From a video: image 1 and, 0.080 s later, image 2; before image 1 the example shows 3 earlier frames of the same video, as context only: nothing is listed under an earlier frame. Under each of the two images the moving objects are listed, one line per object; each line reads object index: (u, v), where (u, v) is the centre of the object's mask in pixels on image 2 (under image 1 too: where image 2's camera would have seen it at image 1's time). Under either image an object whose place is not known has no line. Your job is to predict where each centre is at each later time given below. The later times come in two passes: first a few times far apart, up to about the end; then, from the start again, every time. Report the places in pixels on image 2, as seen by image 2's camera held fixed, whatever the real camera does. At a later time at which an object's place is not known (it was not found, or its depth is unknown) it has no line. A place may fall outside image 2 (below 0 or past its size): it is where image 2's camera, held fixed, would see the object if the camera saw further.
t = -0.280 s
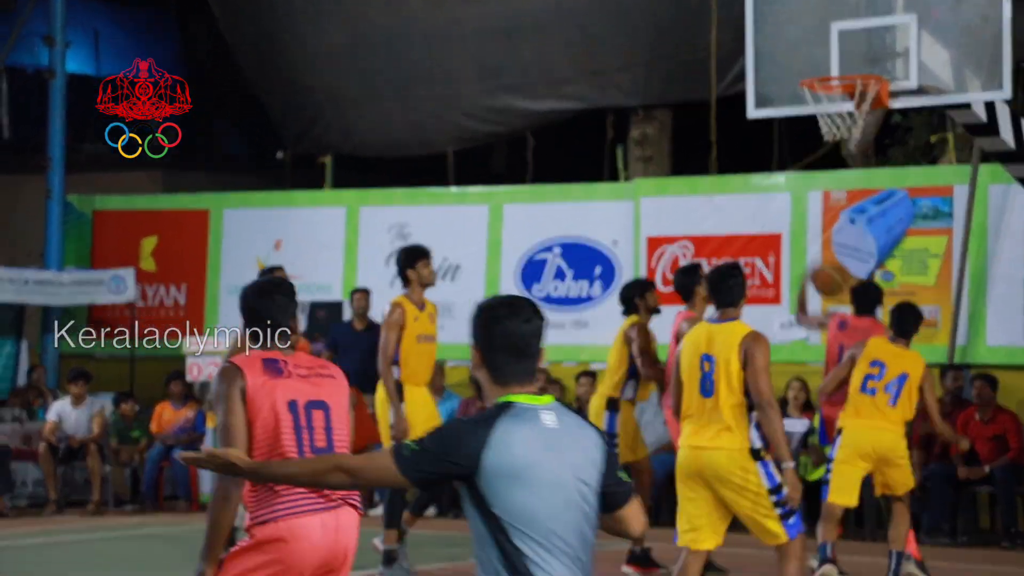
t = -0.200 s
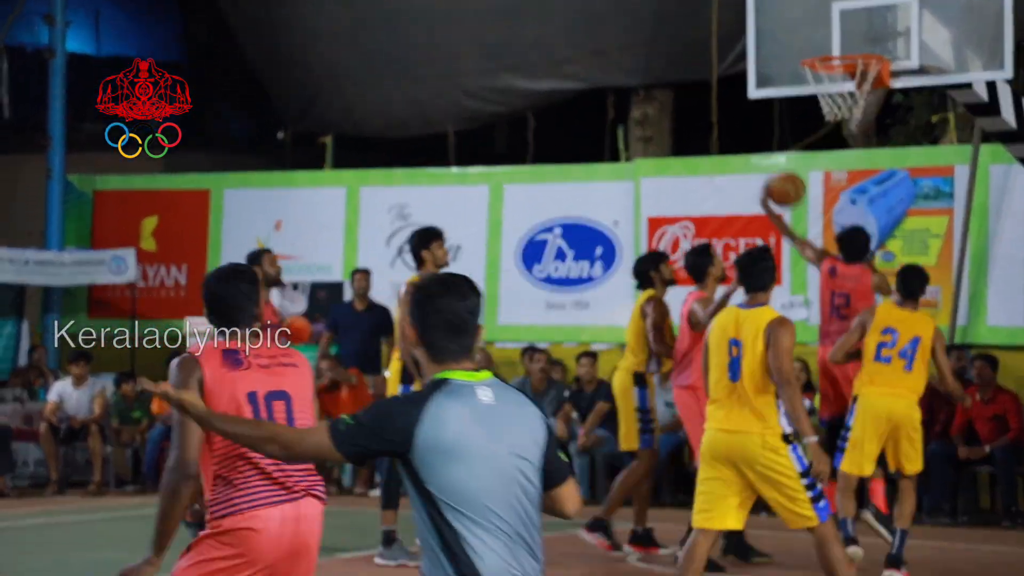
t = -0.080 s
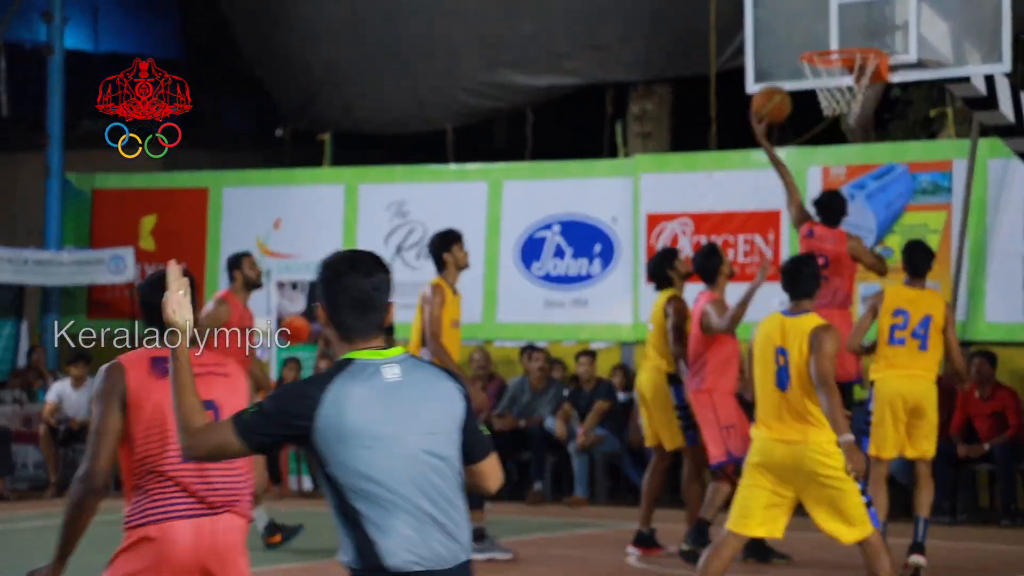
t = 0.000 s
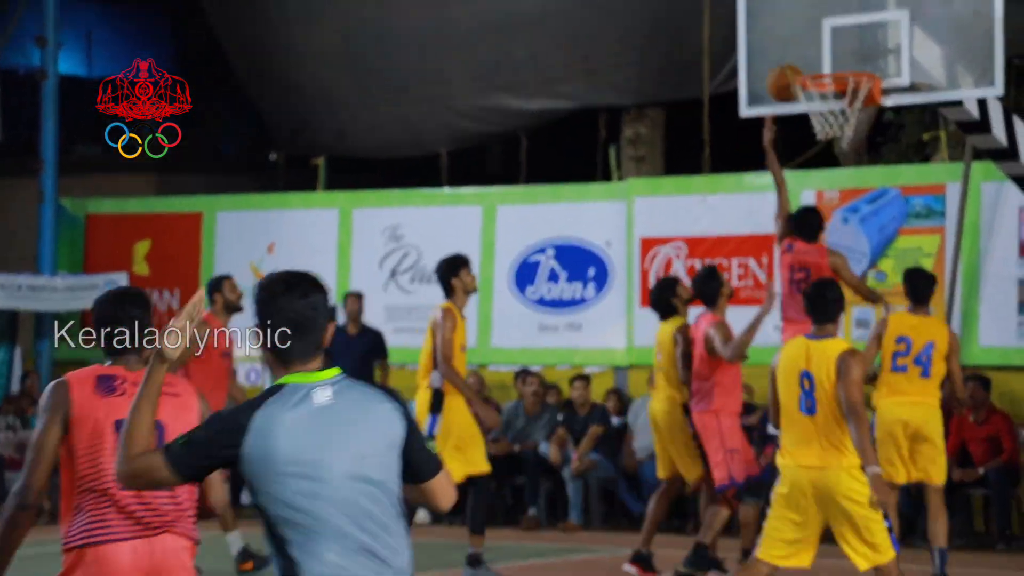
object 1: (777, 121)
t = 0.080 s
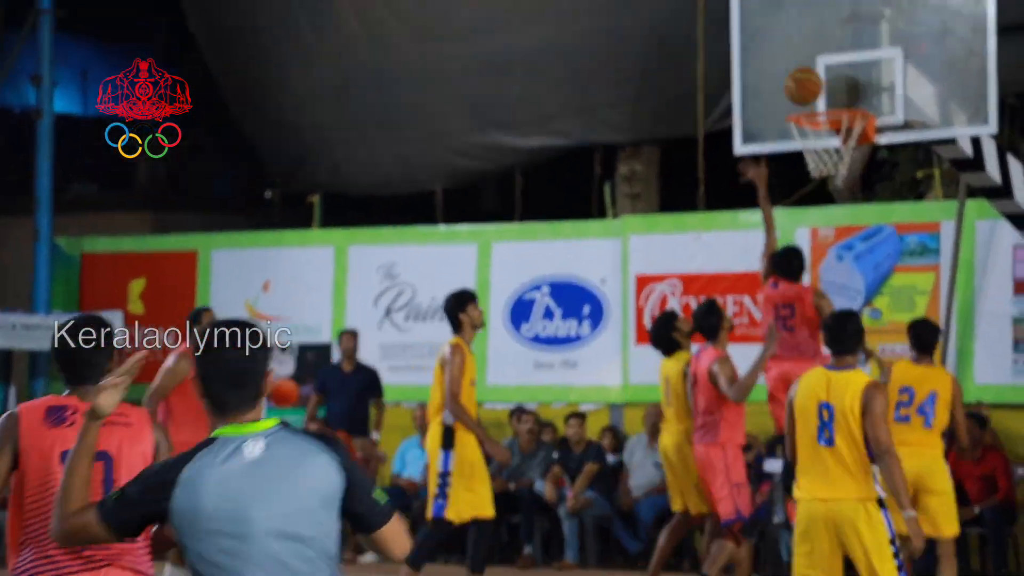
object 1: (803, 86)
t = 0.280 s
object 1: (847, 51)
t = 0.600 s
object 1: (862, 65)
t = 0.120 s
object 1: (815, 73)
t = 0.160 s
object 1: (827, 61)
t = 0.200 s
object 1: (839, 52)
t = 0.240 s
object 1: (844, 50)
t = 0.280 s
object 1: (847, 51)
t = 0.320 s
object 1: (850, 55)
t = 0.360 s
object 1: (854, 60)
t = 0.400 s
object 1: (857, 70)
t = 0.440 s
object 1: (862, 81)
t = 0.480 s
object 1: (865, 92)
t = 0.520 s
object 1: (864, 81)
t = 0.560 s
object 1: (863, 72)
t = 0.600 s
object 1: (862, 65)
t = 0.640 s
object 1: (861, 61)
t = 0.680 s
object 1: (860, 60)
